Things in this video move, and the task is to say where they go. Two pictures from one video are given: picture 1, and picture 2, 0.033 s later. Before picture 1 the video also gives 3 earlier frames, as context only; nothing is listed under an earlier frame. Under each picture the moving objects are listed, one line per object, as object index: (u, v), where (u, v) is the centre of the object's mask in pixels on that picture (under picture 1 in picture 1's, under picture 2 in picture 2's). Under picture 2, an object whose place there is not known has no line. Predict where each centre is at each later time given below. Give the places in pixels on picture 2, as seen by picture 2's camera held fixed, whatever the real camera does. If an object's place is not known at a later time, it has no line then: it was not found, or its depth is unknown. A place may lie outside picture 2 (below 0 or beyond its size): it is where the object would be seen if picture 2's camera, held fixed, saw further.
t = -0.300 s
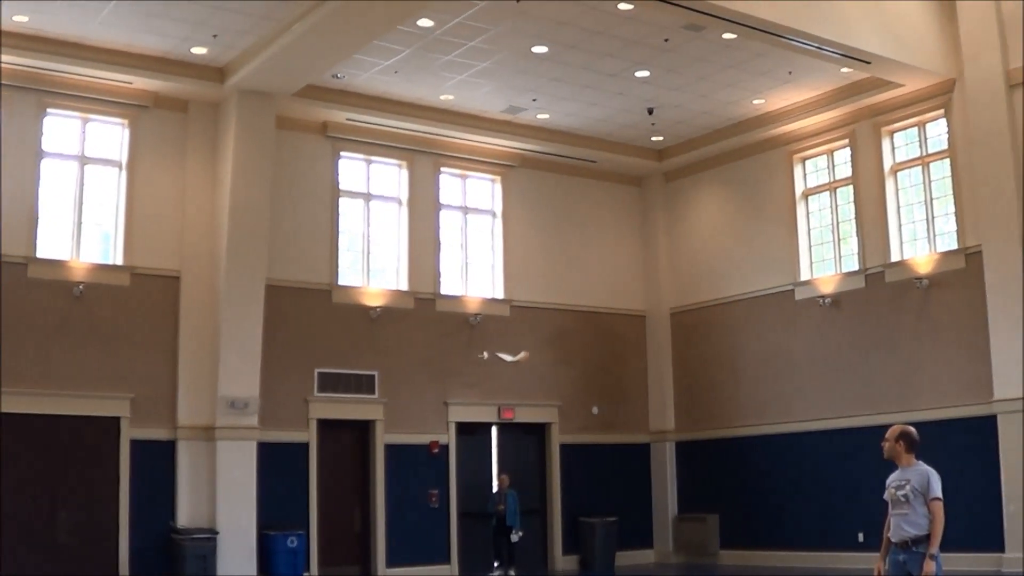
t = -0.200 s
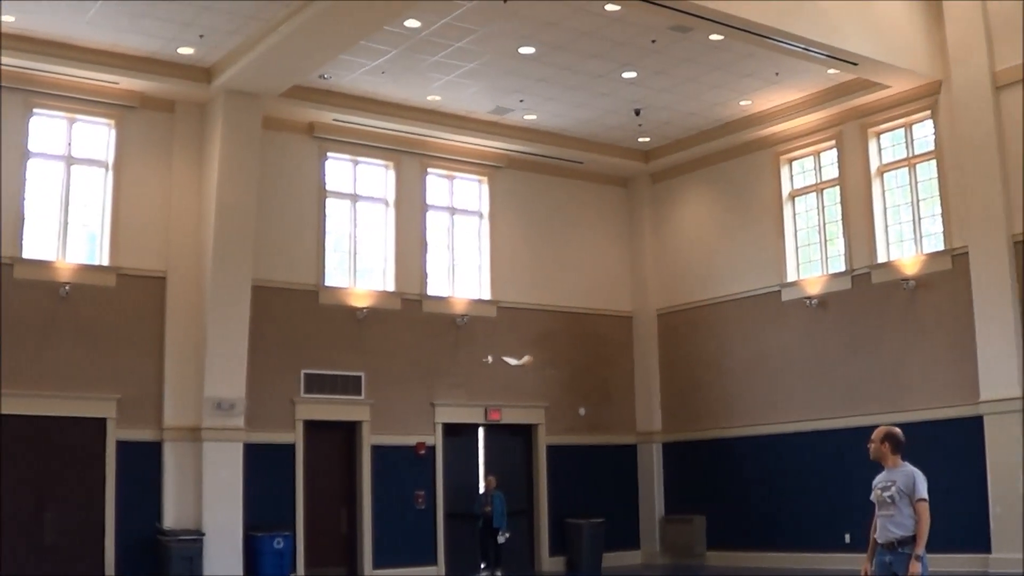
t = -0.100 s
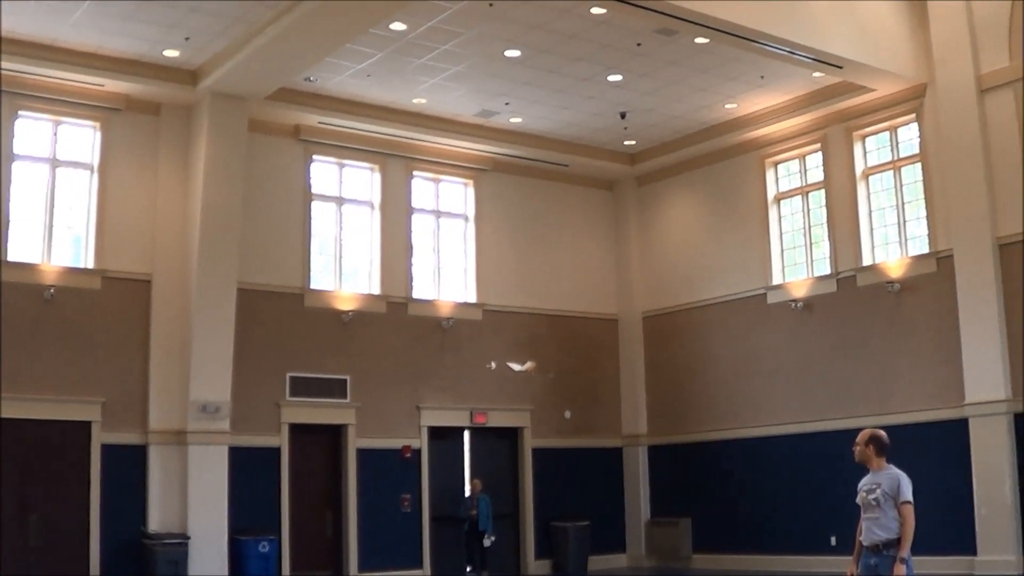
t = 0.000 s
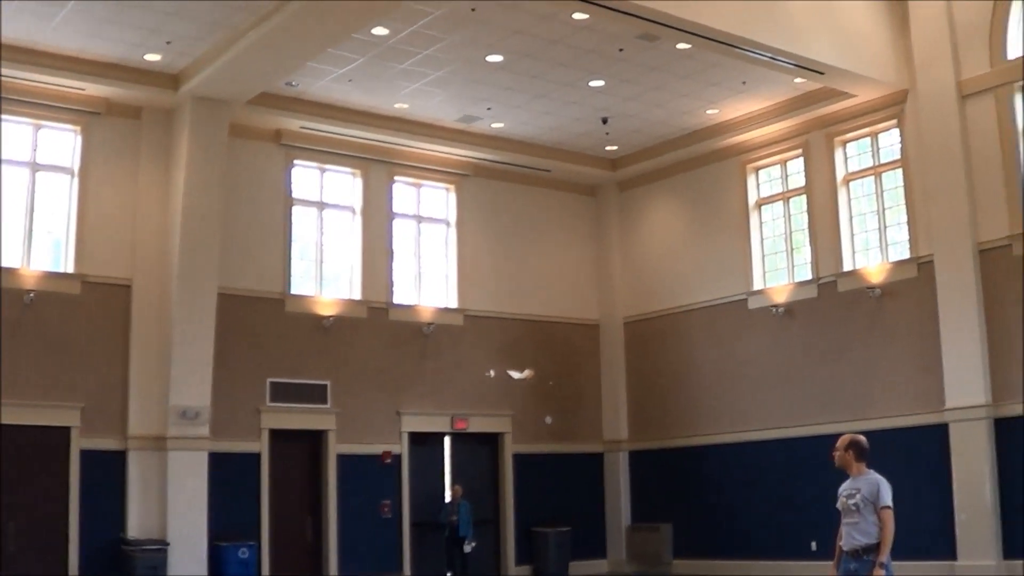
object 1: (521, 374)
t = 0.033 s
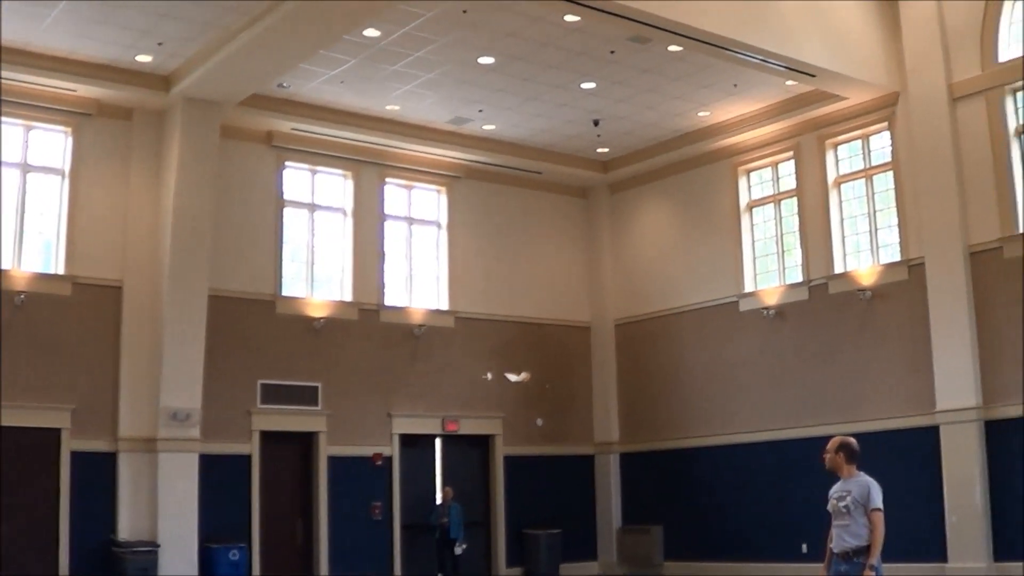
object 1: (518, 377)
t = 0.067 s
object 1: (523, 378)
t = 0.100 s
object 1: (529, 379)
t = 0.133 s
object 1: (534, 380)
